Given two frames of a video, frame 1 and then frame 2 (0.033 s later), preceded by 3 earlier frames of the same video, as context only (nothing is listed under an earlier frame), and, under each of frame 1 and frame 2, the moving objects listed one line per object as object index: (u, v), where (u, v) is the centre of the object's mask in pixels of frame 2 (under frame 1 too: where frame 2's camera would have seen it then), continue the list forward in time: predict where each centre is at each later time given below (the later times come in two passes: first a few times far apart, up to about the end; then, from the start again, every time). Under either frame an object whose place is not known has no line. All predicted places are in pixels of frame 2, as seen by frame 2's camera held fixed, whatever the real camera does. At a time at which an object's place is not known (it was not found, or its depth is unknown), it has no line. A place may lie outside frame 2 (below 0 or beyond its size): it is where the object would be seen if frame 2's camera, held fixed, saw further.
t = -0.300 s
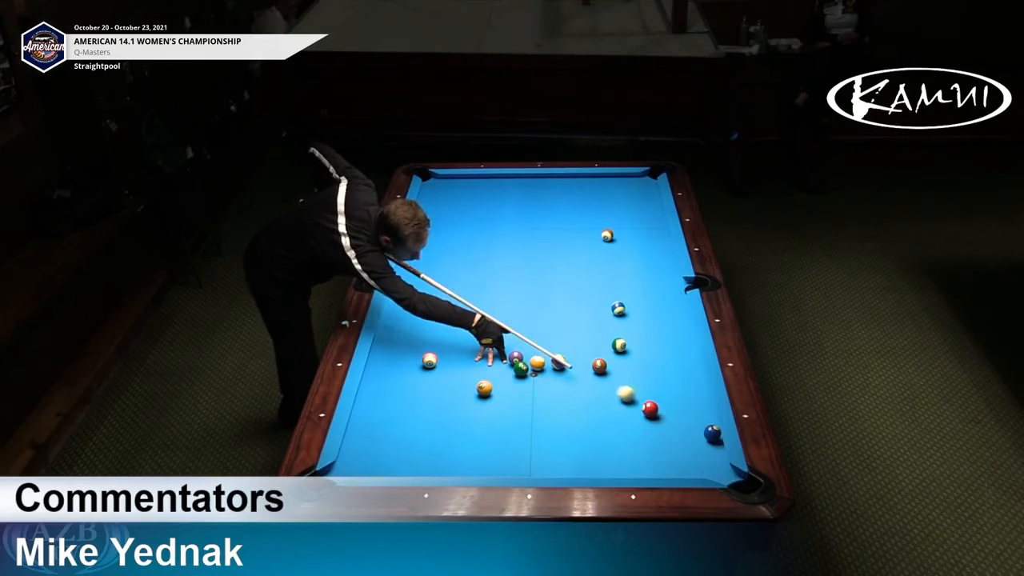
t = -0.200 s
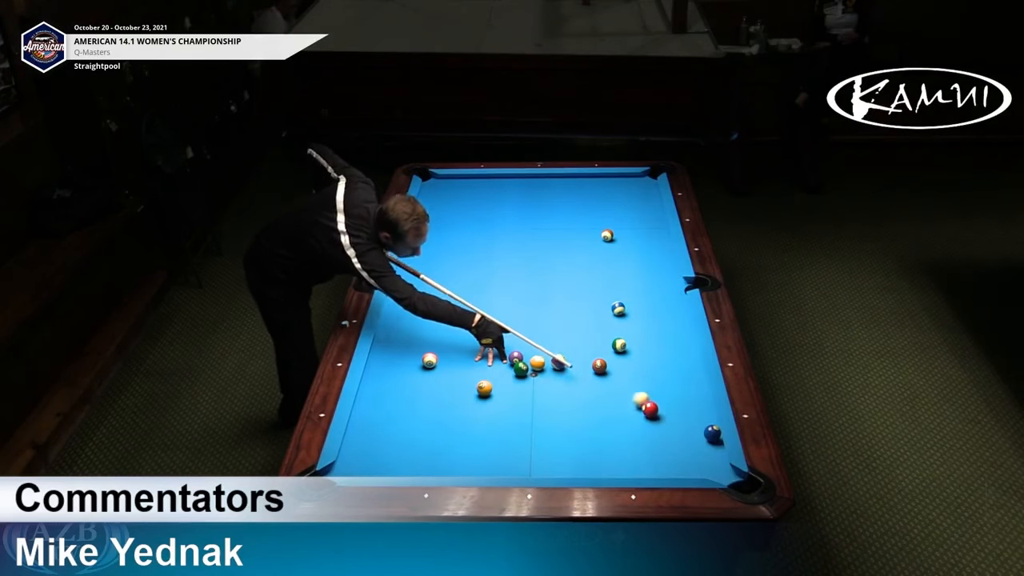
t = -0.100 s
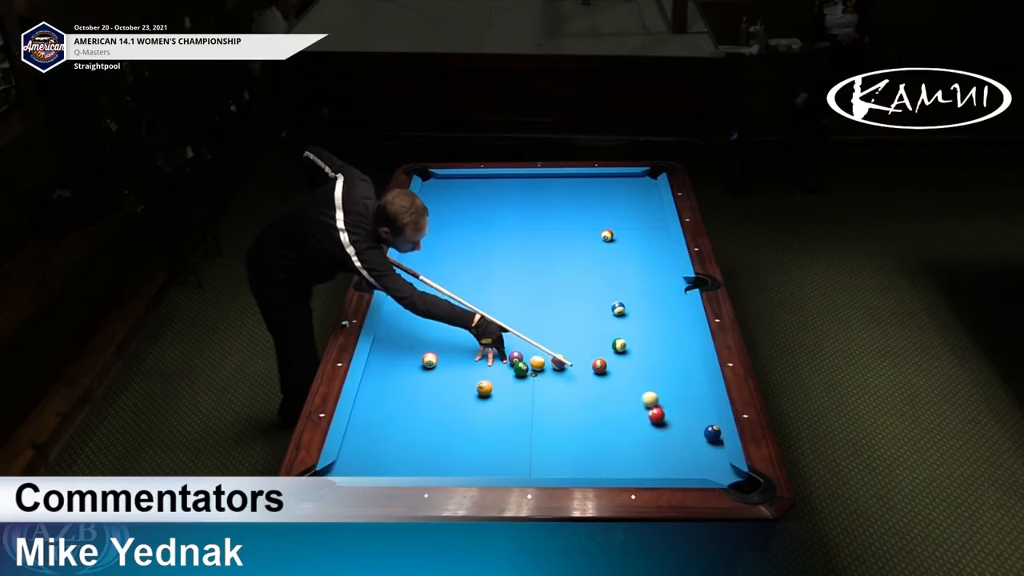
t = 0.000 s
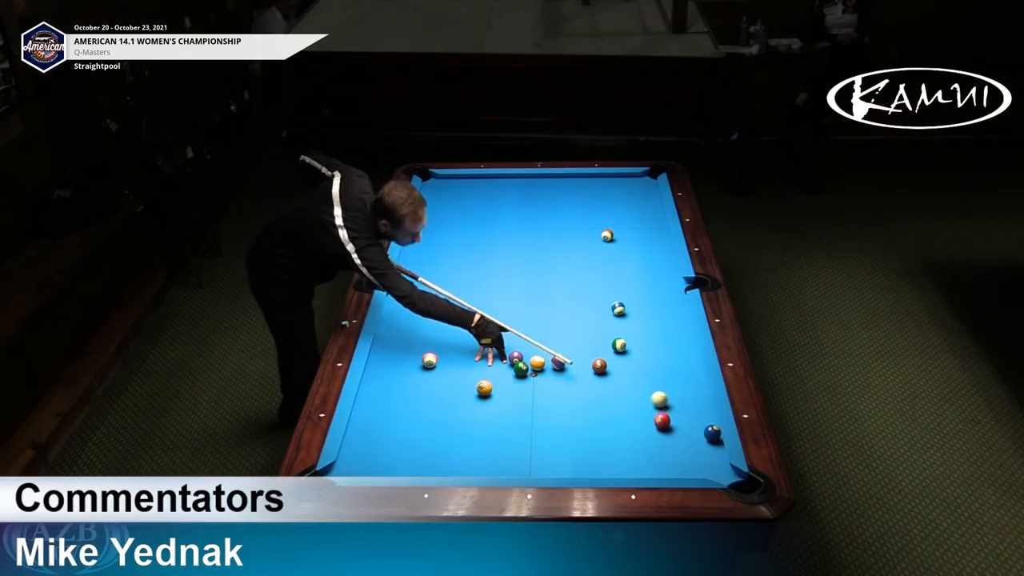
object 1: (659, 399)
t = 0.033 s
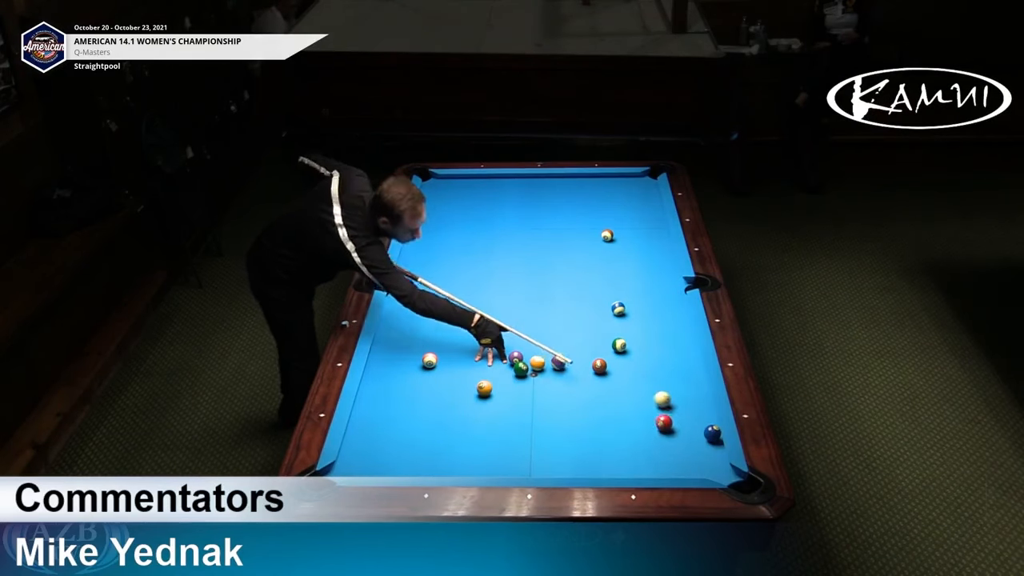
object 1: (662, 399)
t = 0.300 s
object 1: (685, 398)
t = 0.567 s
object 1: (703, 398)
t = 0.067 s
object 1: (665, 399)
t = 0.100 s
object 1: (668, 399)
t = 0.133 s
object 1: (671, 399)
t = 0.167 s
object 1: (674, 399)
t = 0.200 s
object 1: (677, 399)
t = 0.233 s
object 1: (679, 399)
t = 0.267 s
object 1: (682, 399)
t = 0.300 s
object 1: (685, 398)
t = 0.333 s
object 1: (688, 398)
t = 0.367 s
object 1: (690, 398)
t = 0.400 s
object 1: (693, 398)
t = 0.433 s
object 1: (696, 398)
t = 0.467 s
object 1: (698, 398)
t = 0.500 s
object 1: (701, 398)
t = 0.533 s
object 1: (703, 398)
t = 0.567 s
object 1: (703, 398)
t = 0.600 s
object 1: (701, 398)
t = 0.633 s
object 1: (700, 398)
